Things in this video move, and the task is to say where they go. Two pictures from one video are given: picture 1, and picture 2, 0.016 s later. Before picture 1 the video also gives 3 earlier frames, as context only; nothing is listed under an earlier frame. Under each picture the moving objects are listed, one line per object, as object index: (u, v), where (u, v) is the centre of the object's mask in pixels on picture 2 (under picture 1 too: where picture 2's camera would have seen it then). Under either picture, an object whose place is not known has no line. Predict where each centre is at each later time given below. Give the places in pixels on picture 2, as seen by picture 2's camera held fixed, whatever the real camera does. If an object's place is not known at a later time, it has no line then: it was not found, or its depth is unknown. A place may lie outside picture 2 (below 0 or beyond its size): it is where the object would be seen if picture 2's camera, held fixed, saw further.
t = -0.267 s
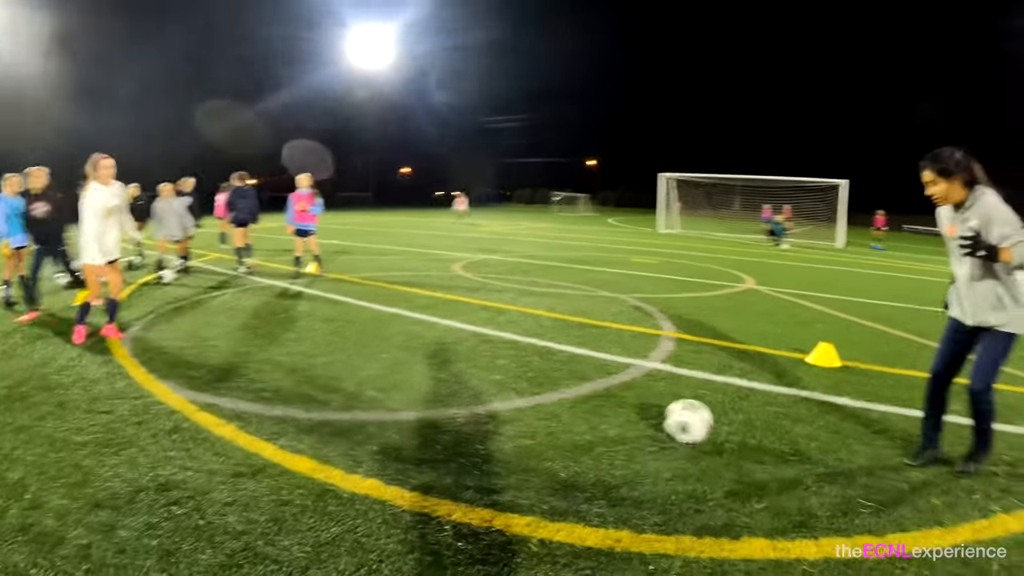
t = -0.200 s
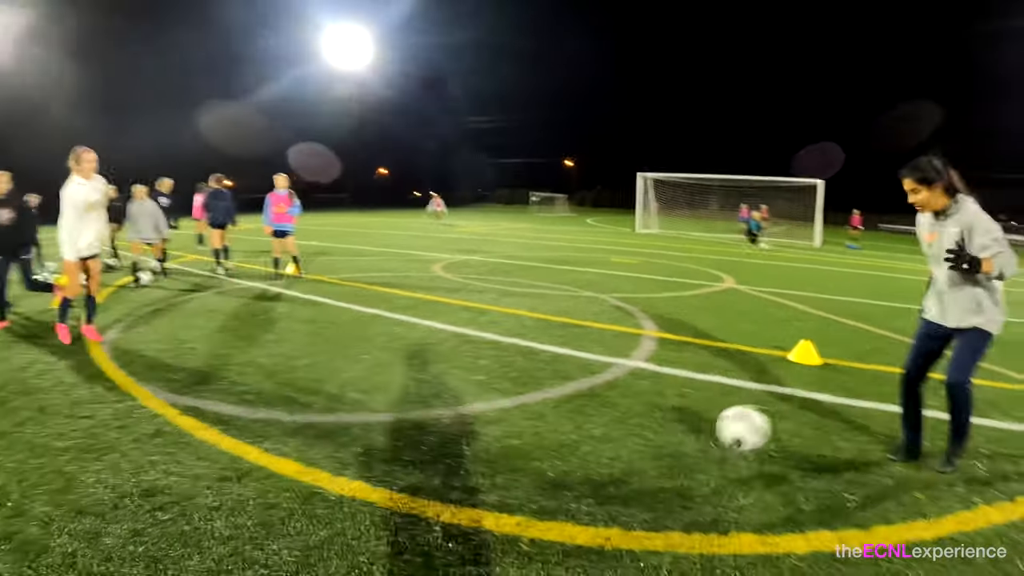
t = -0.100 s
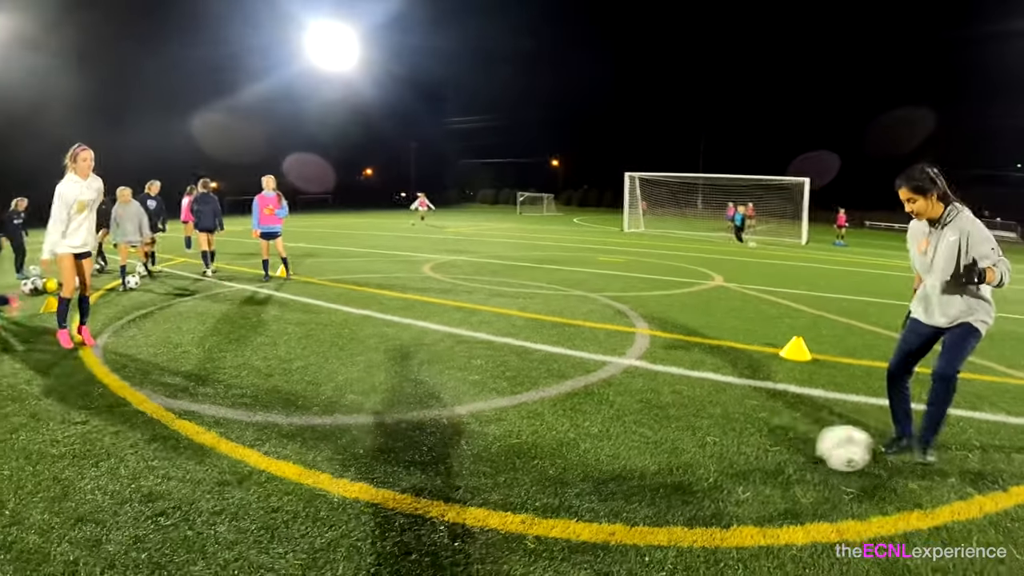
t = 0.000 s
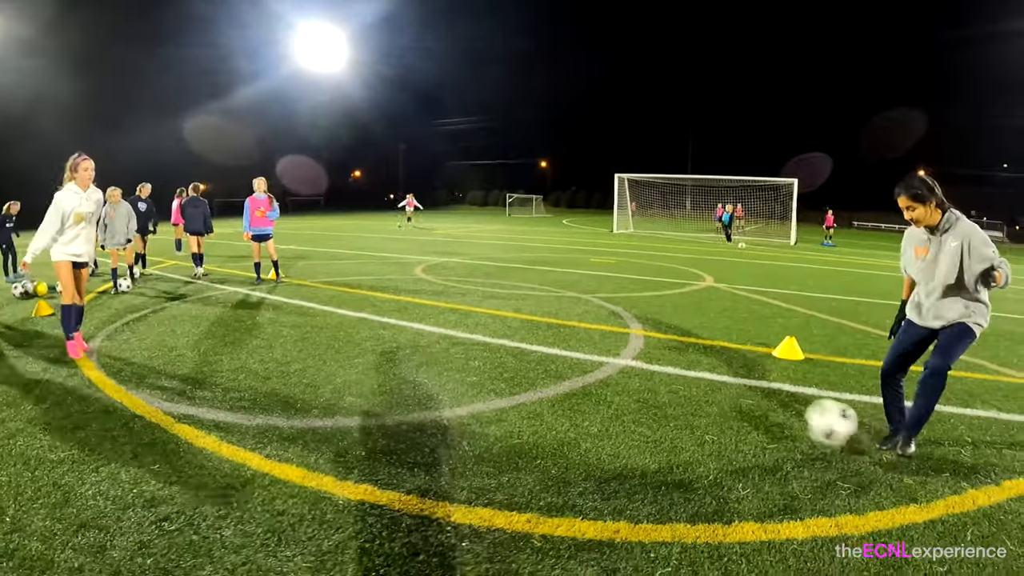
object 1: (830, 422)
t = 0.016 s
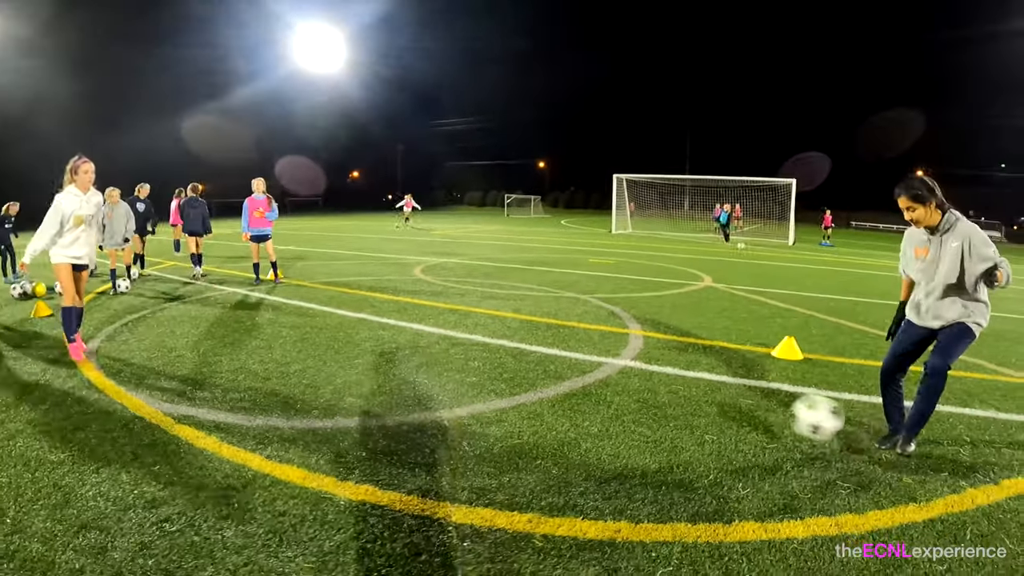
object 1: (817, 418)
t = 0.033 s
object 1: (803, 412)
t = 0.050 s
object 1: (789, 410)
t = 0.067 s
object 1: (777, 406)
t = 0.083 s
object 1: (764, 404)
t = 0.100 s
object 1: (751, 402)
